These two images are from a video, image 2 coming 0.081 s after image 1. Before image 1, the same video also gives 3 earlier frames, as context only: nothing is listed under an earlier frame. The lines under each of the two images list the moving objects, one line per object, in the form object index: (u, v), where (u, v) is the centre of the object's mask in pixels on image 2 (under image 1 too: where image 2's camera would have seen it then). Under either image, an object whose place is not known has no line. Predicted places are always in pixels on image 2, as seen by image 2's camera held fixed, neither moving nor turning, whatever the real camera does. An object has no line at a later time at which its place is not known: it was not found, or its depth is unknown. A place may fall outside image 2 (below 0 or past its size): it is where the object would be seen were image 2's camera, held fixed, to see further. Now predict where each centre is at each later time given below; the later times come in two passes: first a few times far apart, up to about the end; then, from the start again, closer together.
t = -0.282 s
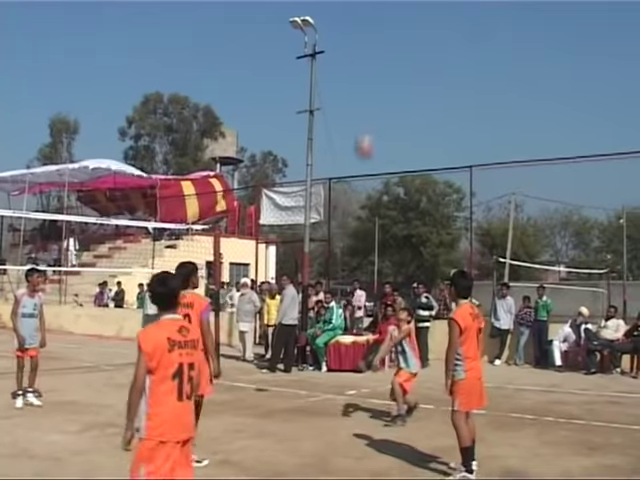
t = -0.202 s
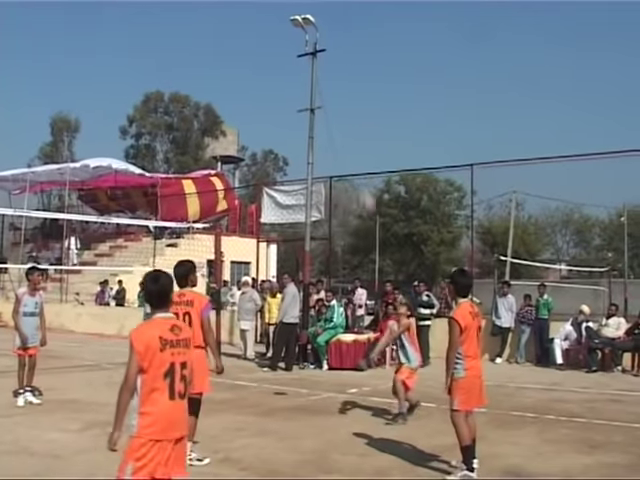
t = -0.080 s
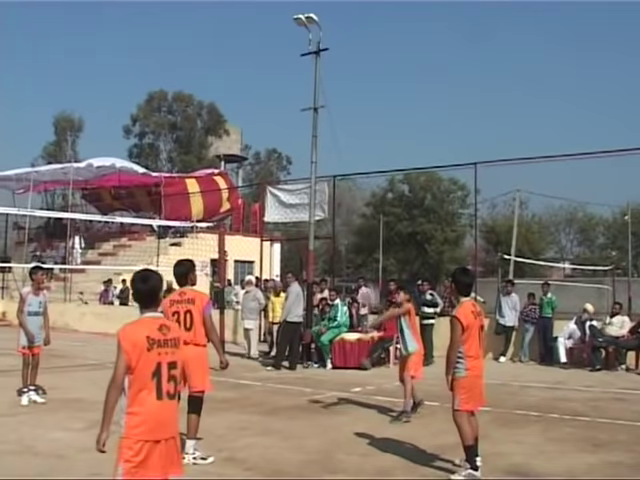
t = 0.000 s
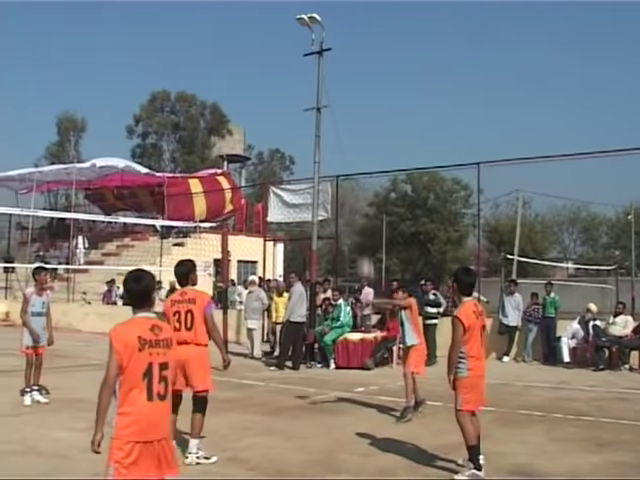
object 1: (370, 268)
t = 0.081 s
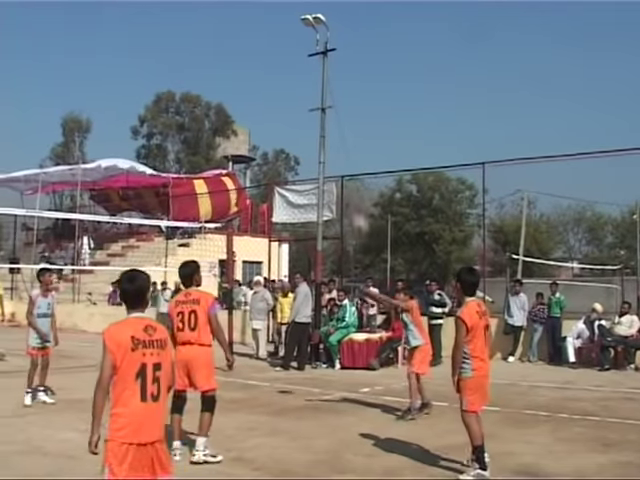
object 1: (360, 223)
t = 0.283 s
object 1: (332, 140)
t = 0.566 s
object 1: (299, 83)
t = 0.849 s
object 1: (265, 95)
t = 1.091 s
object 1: (240, 161)
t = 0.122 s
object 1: (356, 201)
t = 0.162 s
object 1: (348, 183)
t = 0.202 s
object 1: (343, 167)
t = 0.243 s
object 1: (338, 153)
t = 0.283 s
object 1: (332, 140)
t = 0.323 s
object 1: (327, 127)
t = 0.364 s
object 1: (322, 116)
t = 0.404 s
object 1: (318, 107)
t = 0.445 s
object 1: (312, 99)
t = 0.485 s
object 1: (307, 93)
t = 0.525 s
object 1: (303, 87)
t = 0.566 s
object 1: (299, 83)
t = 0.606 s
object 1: (293, 81)
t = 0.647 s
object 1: (288, 80)
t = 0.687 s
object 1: (284, 80)
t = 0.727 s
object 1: (279, 82)
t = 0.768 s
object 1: (274, 85)
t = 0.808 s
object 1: (270, 90)
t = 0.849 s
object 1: (265, 95)
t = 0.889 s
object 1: (261, 103)
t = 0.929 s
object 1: (256, 111)
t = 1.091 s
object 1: (240, 161)
